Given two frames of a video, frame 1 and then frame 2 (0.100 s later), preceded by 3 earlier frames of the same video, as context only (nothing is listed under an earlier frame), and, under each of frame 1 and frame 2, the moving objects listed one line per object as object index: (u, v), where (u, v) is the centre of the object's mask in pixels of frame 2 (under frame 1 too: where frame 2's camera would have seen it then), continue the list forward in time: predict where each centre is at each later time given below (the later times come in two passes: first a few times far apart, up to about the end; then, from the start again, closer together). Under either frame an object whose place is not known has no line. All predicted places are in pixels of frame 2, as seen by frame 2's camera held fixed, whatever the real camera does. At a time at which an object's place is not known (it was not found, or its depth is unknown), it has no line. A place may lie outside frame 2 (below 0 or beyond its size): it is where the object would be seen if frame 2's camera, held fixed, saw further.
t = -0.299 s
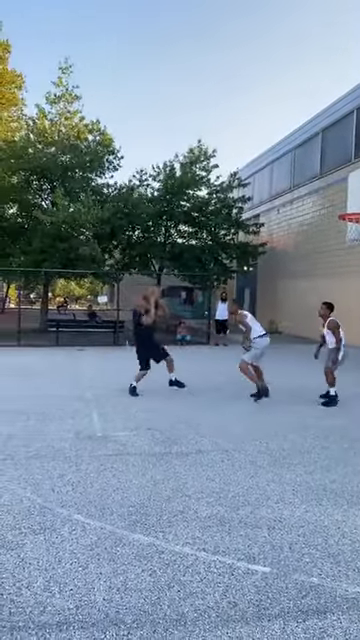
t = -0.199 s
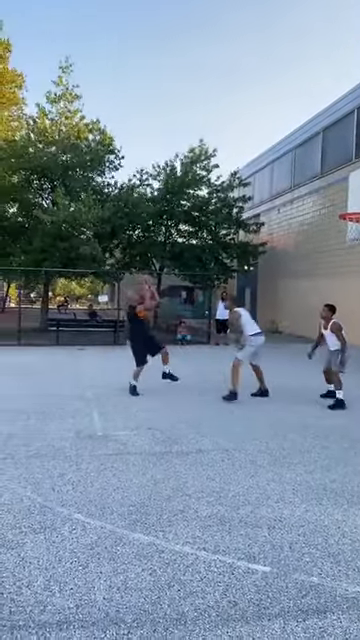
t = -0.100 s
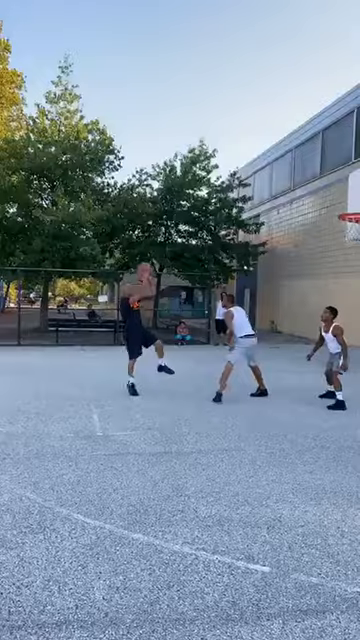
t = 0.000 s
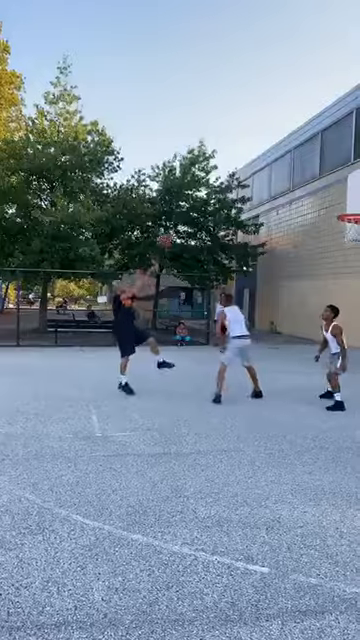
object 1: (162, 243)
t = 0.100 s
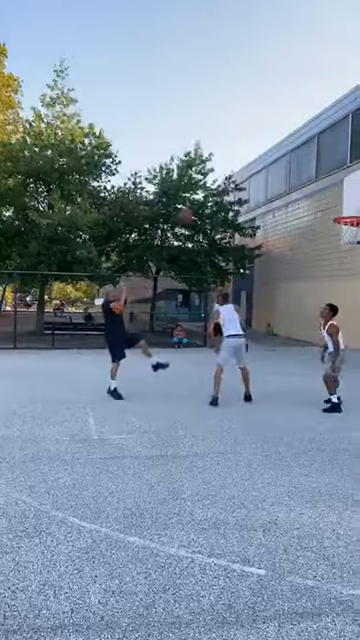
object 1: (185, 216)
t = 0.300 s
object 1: (232, 184)
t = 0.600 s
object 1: (296, 180)
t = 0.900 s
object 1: (353, 212)
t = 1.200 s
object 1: (364, 187)
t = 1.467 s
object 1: (361, 208)
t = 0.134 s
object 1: (193, 214)
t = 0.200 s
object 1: (208, 196)
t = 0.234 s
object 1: (208, 198)
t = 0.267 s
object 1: (224, 188)
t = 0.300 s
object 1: (232, 184)
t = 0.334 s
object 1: (239, 180)
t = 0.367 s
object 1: (247, 178)
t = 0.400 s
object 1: (254, 175)
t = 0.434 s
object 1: (261, 175)
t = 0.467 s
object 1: (269, 175)
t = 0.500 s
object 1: (276, 174)
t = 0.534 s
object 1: (283, 175)
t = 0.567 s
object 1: (290, 178)
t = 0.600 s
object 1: (296, 180)
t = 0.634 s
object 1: (302, 183)
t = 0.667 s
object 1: (310, 187)
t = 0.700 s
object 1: (317, 191)
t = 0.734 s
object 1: (324, 195)
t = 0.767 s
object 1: (331, 201)
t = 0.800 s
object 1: (339, 206)
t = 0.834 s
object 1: (345, 212)
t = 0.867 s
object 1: (350, 216)
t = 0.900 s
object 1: (353, 212)
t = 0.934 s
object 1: (356, 206)
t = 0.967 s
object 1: (359, 202)
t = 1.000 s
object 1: (361, 198)
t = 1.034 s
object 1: (364, 195)
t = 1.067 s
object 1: (365, 192)
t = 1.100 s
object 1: (365, 190)
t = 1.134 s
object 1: (365, 188)
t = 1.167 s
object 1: (364, 187)
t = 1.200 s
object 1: (364, 187)
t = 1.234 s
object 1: (364, 186)
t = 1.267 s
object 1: (363, 188)
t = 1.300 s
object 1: (364, 189)
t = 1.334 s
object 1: (363, 191)
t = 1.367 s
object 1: (362, 195)
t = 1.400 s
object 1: (362, 198)
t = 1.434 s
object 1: (362, 202)
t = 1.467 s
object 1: (361, 208)
